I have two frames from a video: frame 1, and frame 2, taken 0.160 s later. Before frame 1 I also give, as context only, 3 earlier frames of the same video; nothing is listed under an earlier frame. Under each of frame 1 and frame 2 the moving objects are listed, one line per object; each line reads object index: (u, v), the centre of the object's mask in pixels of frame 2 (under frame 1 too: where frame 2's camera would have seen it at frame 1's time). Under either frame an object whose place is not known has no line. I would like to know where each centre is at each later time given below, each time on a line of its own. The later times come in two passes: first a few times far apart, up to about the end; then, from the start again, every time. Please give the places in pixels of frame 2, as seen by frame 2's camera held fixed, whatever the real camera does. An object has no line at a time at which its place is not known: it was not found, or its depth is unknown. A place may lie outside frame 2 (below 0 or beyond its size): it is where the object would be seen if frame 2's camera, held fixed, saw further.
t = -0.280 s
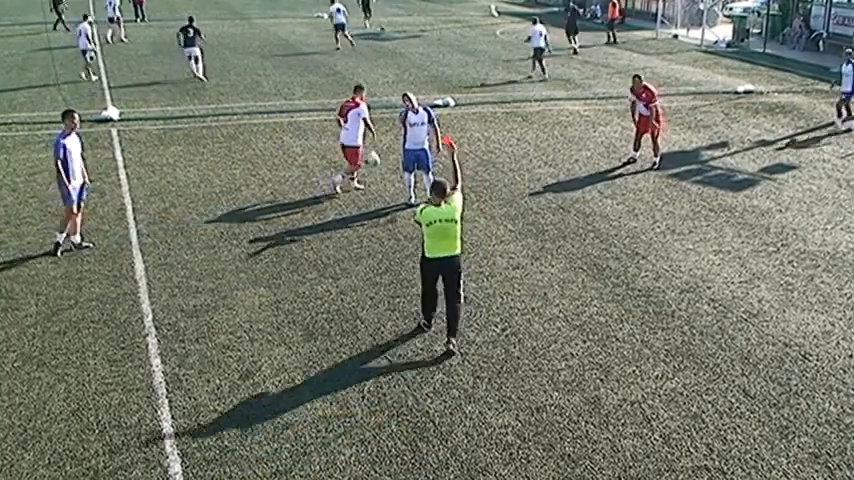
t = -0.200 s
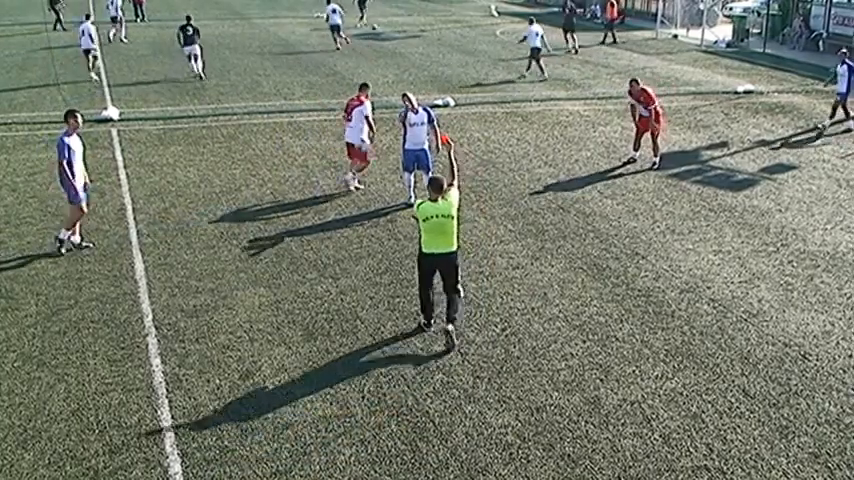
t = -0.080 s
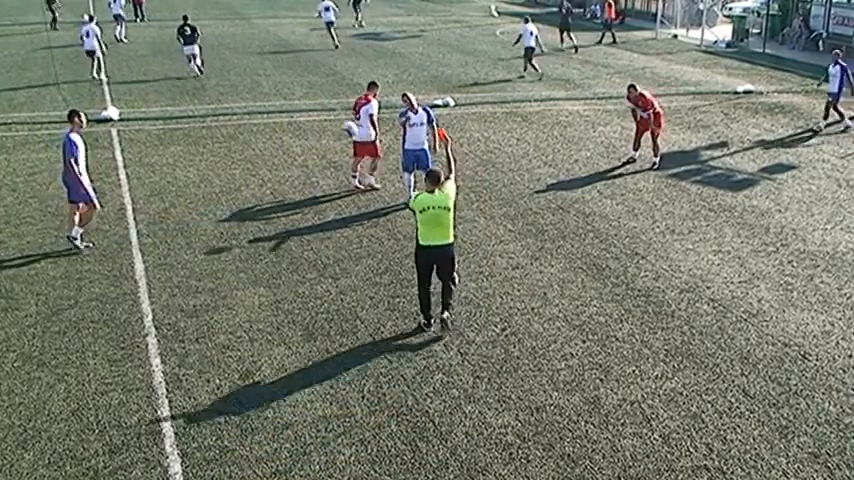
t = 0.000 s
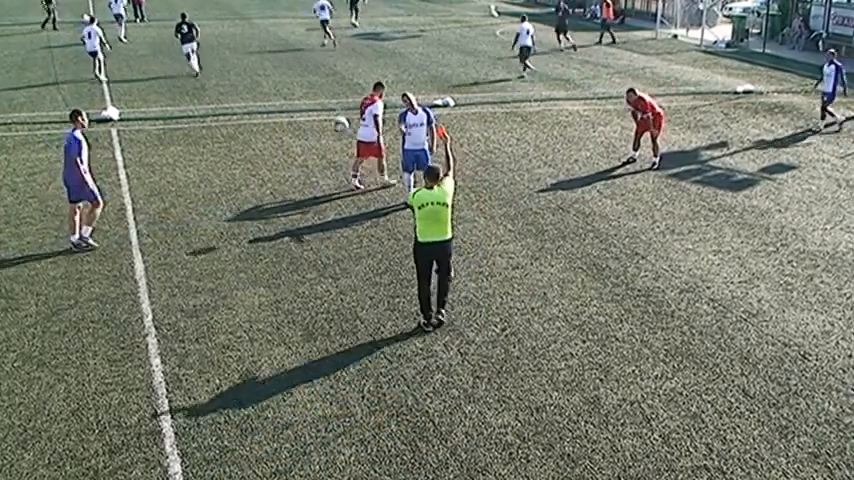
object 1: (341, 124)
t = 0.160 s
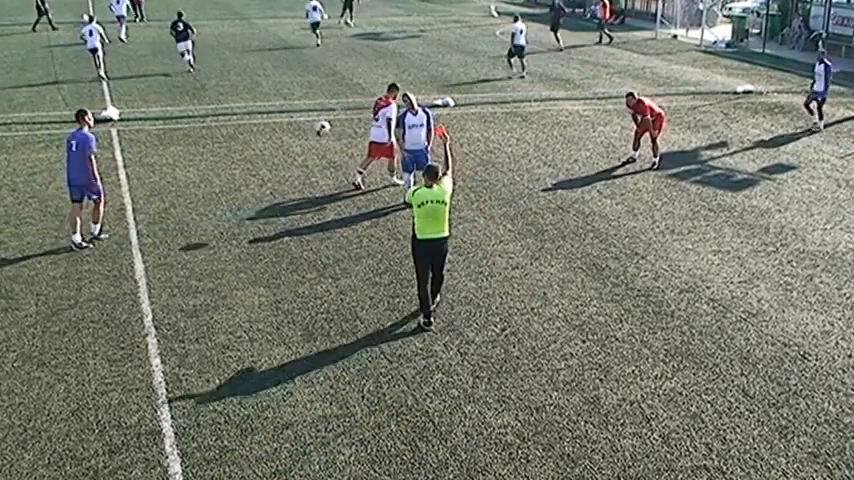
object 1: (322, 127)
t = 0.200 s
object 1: (319, 132)
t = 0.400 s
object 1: (298, 165)
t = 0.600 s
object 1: (279, 189)
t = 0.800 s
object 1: (256, 164)
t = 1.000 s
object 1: (237, 162)
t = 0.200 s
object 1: (319, 132)
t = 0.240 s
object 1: (315, 136)
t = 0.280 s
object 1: (311, 141)
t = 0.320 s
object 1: (307, 149)
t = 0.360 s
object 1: (303, 157)
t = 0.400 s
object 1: (298, 165)
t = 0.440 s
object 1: (295, 176)
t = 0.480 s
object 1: (292, 185)
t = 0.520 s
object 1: (286, 199)
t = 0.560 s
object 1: (283, 198)
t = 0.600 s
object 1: (279, 189)
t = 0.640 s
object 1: (274, 183)
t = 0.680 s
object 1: (270, 175)
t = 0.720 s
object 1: (265, 170)
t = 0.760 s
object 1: (262, 168)
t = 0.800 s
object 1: (256, 164)
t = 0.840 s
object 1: (251, 161)
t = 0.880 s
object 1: (249, 159)
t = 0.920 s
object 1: (243, 160)
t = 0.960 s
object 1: (240, 161)
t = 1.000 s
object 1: (237, 162)
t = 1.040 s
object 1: (233, 166)
